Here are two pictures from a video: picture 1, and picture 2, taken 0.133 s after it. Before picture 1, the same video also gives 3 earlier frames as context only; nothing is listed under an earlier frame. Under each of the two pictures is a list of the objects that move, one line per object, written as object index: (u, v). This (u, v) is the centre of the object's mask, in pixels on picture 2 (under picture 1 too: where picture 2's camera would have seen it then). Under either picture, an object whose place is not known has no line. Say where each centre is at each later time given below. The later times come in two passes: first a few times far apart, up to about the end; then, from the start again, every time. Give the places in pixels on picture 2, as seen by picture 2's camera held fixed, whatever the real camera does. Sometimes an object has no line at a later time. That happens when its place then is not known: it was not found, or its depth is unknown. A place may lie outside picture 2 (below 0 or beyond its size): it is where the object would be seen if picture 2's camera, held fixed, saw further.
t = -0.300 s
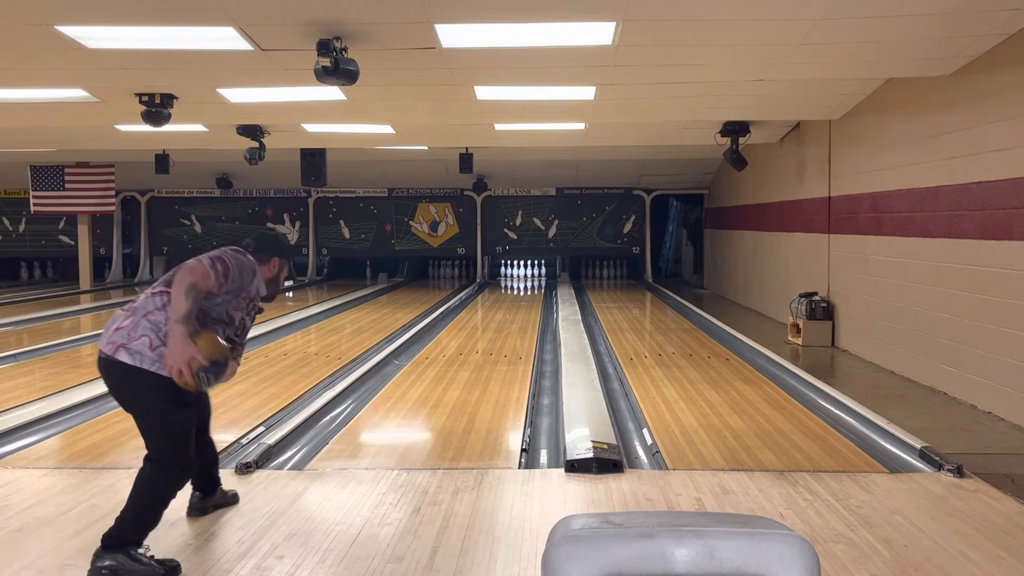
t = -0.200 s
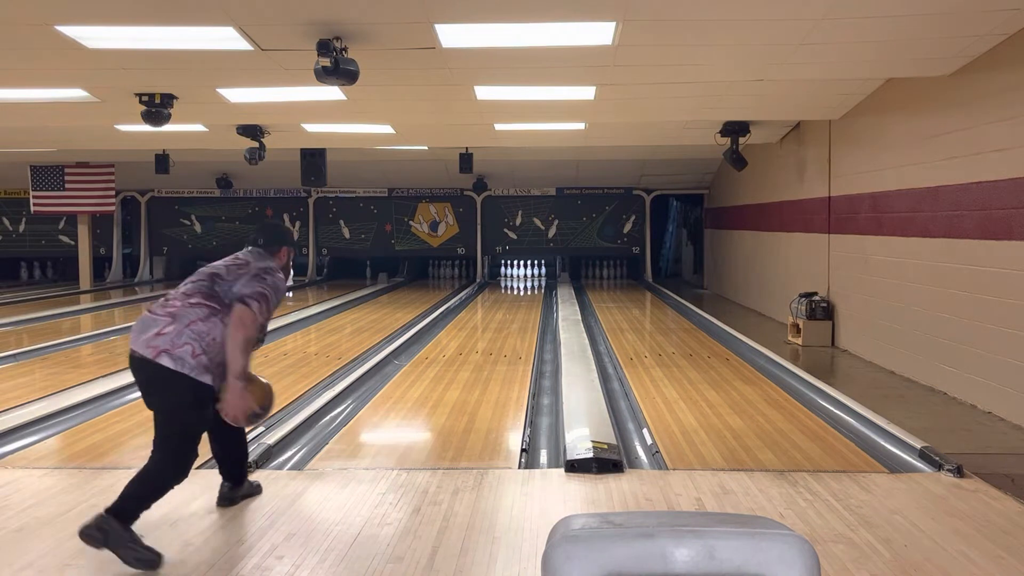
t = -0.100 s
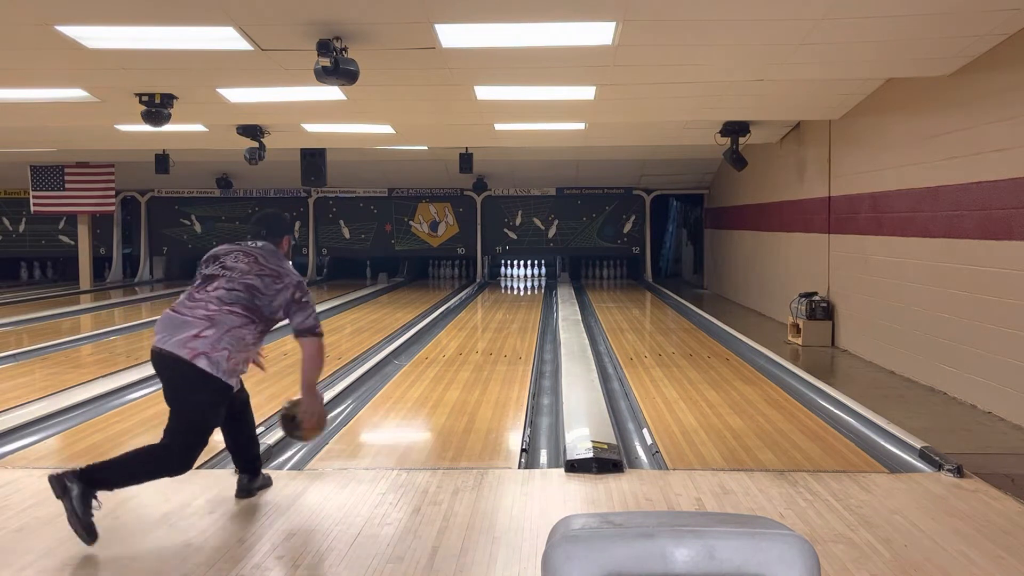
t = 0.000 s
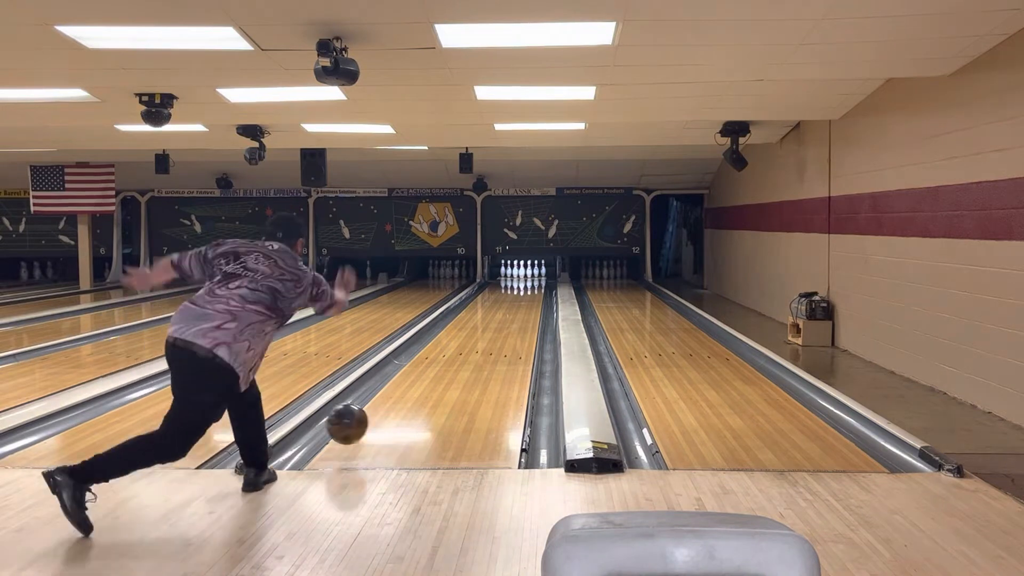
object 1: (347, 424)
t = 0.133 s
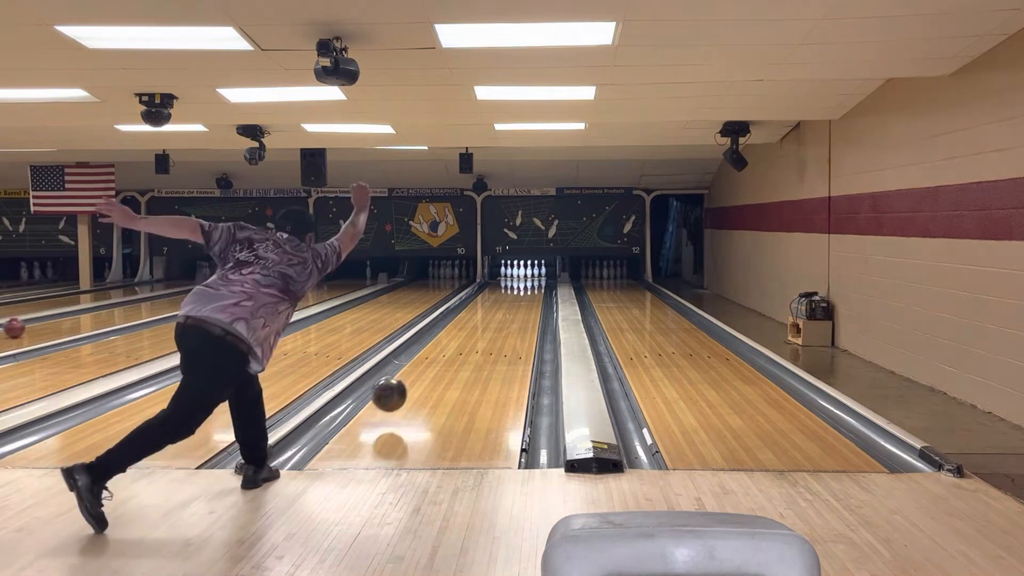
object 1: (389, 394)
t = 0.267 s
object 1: (420, 382)
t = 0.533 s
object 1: (462, 350)
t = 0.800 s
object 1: (488, 329)
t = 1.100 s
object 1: (506, 313)
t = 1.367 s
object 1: (516, 302)
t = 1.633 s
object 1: (523, 294)
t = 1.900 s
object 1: (525, 287)
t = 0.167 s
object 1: (397, 388)
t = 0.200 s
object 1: (405, 384)
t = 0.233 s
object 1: (412, 382)
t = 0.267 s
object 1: (420, 382)
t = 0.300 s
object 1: (426, 376)
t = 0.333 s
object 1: (432, 371)
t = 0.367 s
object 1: (438, 367)
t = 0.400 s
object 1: (444, 363)
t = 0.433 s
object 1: (448, 359)
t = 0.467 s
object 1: (453, 356)
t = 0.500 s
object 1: (457, 352)
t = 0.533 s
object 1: (462, 350)
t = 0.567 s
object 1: (466, 346)
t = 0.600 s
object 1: (470, 343)
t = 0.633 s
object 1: (473, 340)
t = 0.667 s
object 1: (476, 338)
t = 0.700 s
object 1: (480, 336)
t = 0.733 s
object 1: (483, 333)
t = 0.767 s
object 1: (485, 331)
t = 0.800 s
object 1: (488, 329)
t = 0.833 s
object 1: (490, 327)
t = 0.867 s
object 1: (493, 324)
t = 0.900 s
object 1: (495, 323)
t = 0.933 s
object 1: (497, 321)
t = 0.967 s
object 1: (499, 319)
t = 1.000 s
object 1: (501, 317)
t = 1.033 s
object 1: (503, 316)
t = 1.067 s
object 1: (504, 314)
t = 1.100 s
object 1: (506, 313)
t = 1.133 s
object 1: (507, 311)
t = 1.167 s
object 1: (509, 309)
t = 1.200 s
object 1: (510, 308)
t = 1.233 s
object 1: (512, 307)
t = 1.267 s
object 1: (512, 306)
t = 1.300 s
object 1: (514, 305)
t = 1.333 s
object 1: (515, 303)
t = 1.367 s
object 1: (516, 302)
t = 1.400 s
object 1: (517, 301)
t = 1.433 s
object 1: (518, 300)
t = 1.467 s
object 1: (519, 298)
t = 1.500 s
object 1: (520, 297)
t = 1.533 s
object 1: (520, 297)
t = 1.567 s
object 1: (520, 296)
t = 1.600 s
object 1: (521, 295)
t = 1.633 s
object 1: (523, 294)
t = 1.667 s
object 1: (523, 293)
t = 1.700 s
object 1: (523, 292)
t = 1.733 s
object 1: (524, 291)
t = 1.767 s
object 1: (524, 291)
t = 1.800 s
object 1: (524, 290)
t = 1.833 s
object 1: (525, 289)
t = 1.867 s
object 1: (525, 288)
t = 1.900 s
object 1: (525, 287)
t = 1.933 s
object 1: (526, 286)
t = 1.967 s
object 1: (526, 285)
